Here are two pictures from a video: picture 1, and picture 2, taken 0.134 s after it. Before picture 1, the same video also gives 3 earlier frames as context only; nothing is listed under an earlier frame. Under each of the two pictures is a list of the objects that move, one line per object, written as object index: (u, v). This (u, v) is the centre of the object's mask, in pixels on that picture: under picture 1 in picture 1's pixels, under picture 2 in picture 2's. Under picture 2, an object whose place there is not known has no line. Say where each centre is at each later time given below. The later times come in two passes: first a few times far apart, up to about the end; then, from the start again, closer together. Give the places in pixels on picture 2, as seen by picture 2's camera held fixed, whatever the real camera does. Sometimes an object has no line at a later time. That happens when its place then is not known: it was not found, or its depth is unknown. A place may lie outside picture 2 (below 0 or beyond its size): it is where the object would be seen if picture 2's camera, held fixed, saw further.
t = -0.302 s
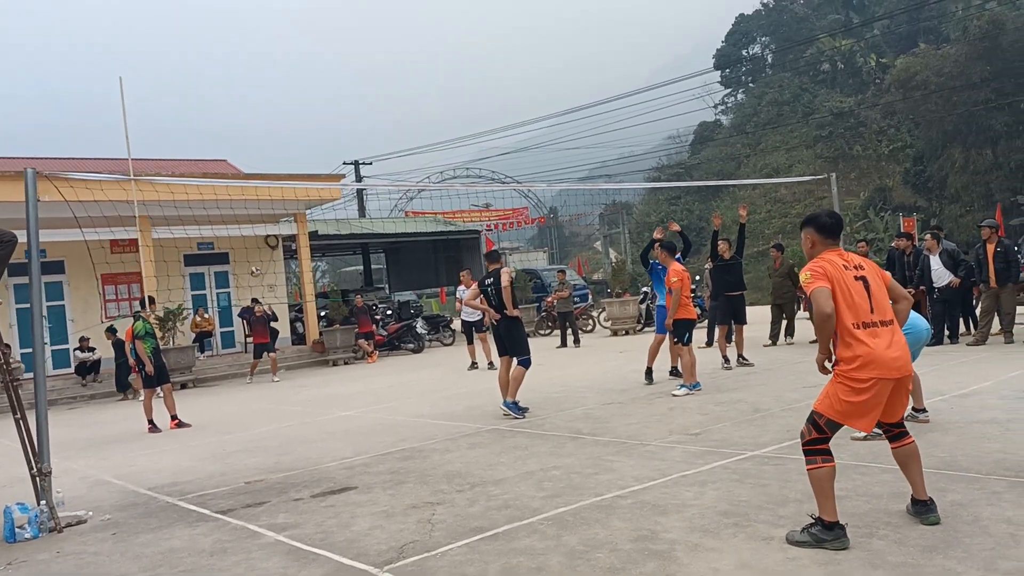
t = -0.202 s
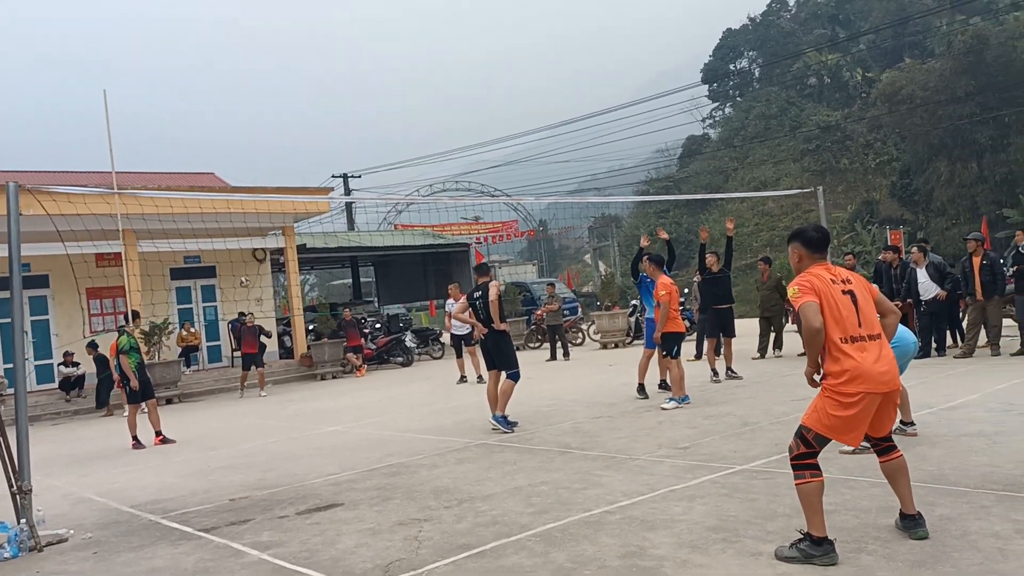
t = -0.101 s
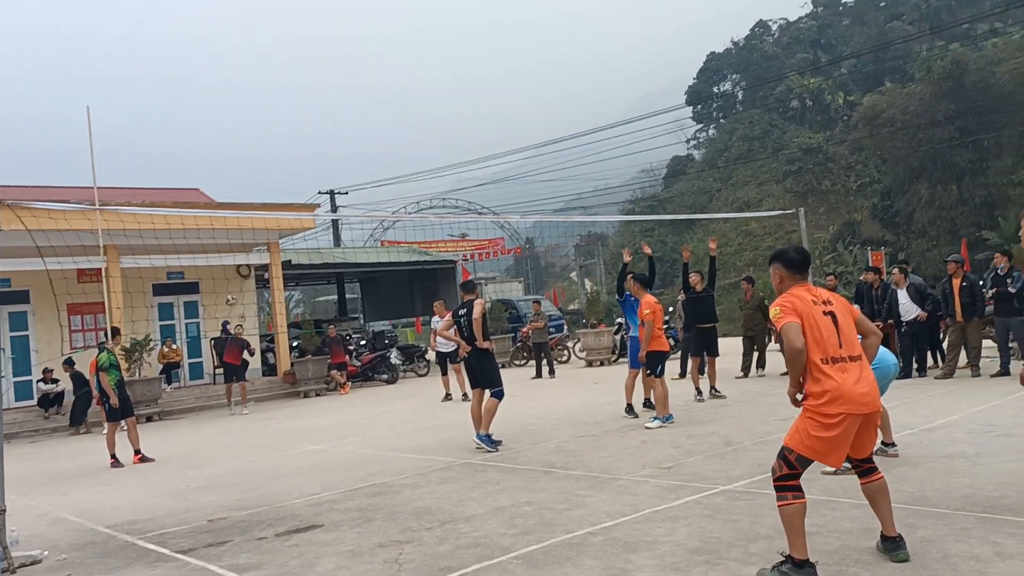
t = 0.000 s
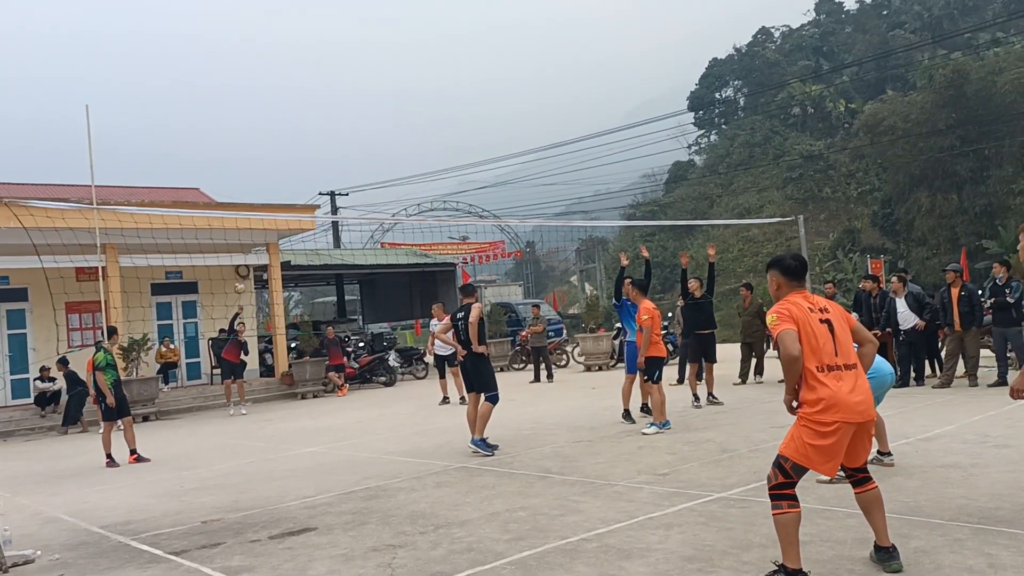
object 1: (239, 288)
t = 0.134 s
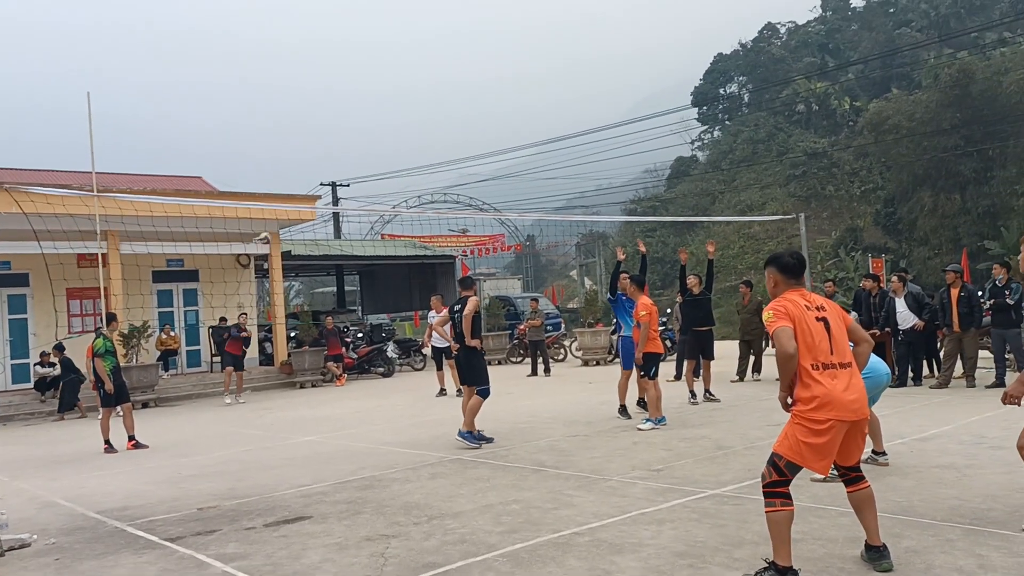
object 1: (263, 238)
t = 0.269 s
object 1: (293, 200)
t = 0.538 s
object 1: (366, 142)
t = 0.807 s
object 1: (497, 116)
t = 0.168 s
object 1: (271, 229)
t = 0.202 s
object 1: (277, 221)
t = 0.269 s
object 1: (293, 200)
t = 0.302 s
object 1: (300, 194)
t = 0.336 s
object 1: (308, 186)
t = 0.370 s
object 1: (315, 177)
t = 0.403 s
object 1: (324, 170)
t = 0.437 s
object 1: (334, 162)
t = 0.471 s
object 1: (344, 155)
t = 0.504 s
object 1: (355, 148)
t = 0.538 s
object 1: (366, 142)
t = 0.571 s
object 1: (379, 136)
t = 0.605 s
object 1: (393, 131)
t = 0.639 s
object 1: (407, 127)
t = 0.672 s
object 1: (423, 123)
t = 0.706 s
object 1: (440, 120)
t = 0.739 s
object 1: (458, 118)
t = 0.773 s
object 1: (477, 117)
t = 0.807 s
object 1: (497, 116)
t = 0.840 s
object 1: (519, 117)
